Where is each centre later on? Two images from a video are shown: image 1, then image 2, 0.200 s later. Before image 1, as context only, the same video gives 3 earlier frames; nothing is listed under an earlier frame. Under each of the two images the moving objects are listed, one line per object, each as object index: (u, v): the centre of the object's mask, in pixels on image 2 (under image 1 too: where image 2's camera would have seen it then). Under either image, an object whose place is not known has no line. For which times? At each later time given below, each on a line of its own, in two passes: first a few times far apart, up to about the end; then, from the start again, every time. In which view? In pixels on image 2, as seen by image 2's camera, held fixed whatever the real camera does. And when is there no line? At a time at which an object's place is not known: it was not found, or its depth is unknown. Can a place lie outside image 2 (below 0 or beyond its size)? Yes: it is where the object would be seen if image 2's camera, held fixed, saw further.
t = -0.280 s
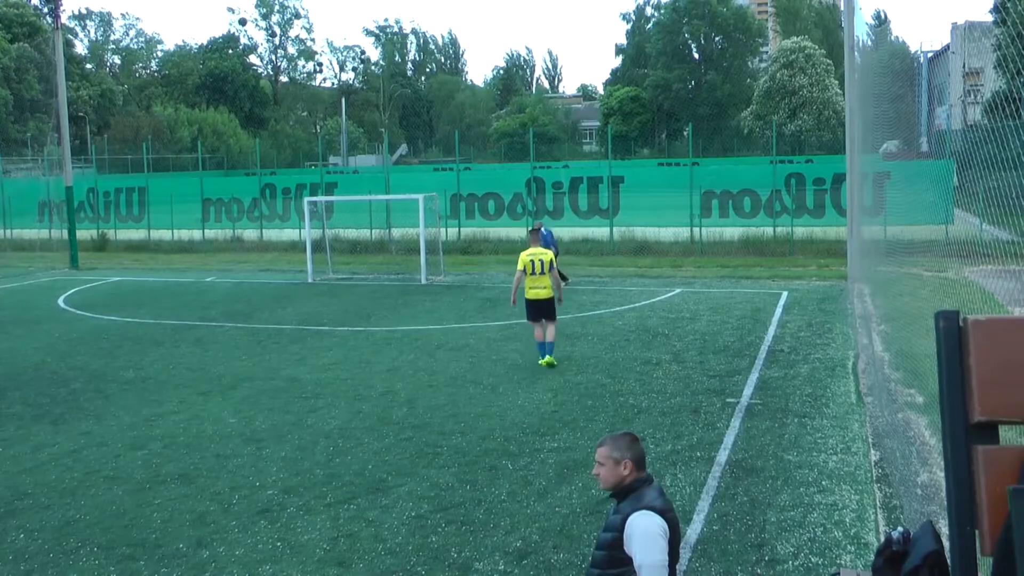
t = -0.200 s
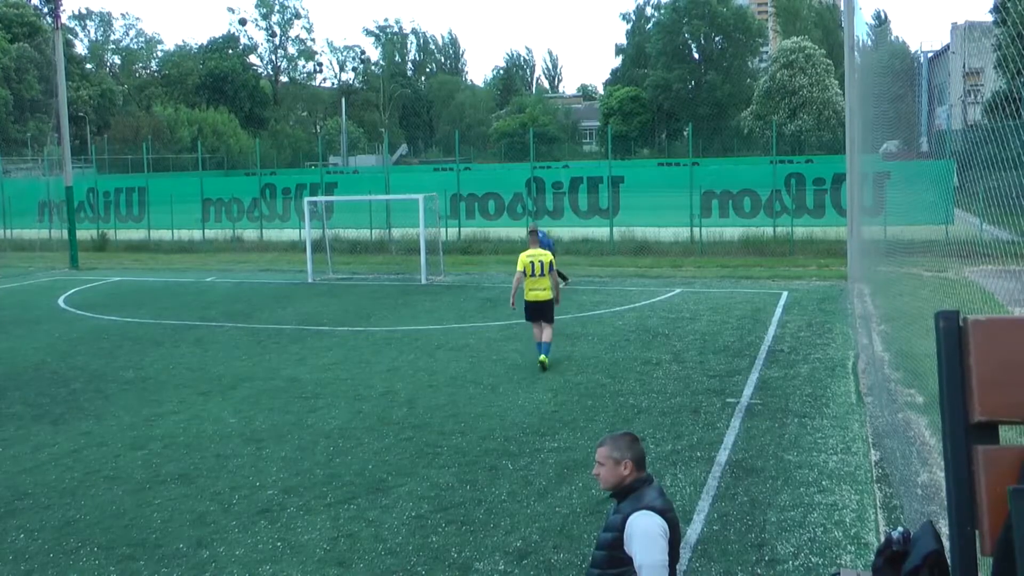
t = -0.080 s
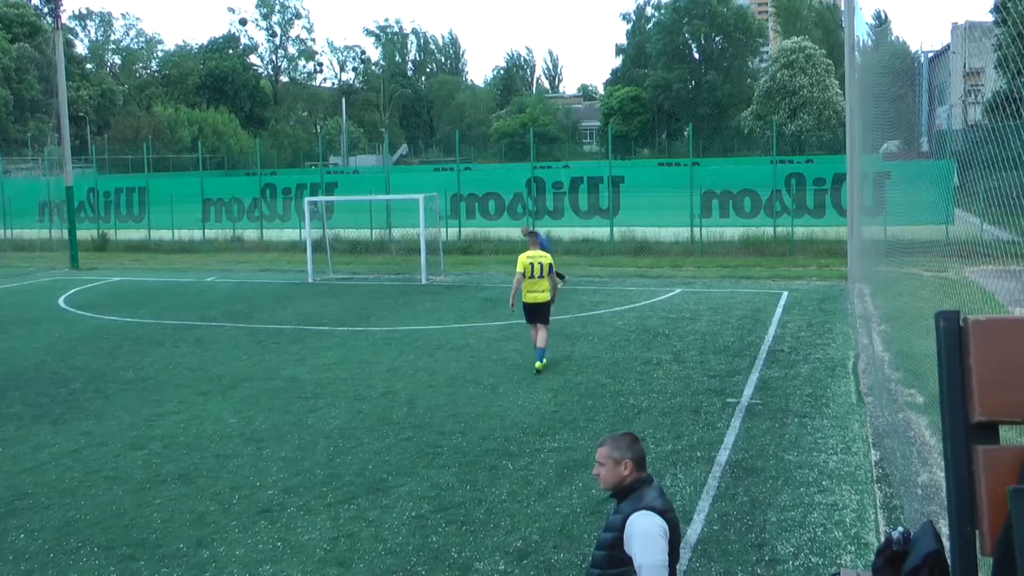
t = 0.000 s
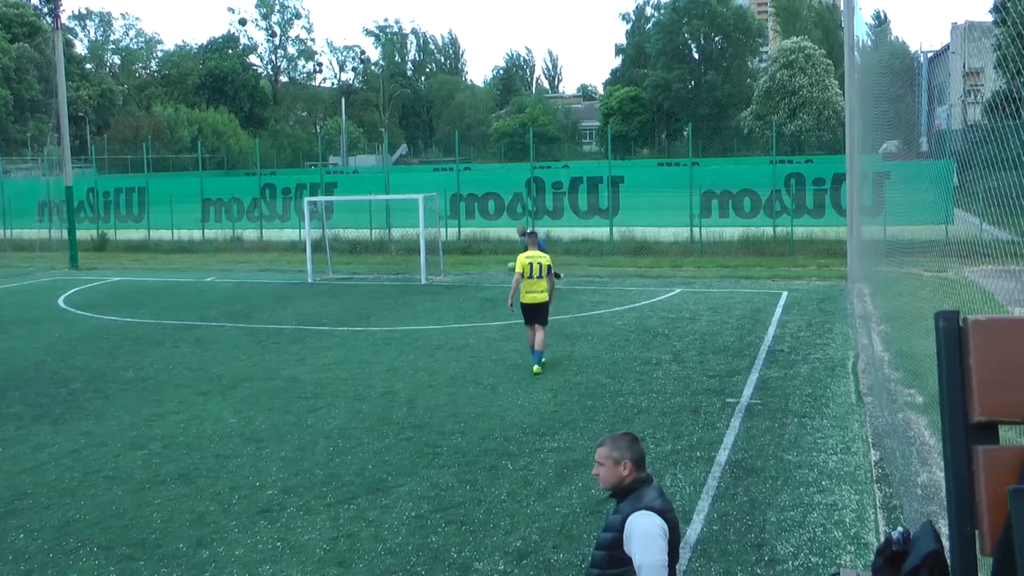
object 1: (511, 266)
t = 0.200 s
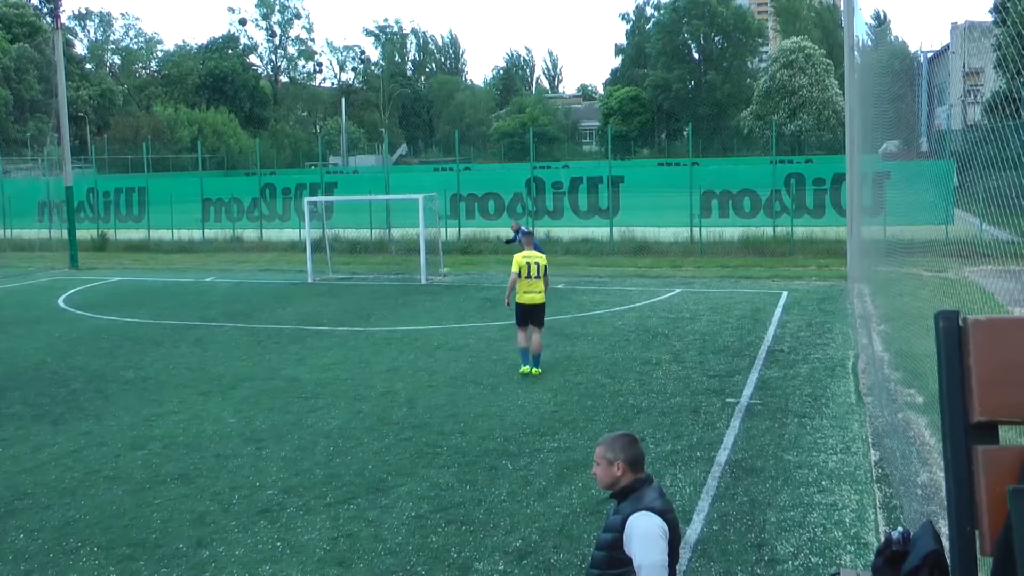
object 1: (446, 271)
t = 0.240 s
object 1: (430, 276)
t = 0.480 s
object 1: (353, 292)
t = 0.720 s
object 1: (289, 300)
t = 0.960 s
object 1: (226, 306)
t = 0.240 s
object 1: (430, 276)
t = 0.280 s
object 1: (414, 279)
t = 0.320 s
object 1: (401, 284)
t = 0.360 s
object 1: (387, 290)
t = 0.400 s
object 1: (375, 294)
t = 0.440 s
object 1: (364, 293)
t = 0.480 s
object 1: (353, 292)
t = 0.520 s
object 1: (342, 293)
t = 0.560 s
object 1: (331, 294)
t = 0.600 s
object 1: (320, 296)
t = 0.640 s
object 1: (310, 298)
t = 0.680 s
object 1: (299, 300)
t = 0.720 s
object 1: (289, 300)
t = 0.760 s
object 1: (279, 300)
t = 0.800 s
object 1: (268, 302)
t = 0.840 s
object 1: (258, 304)
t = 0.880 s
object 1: (247, 304)
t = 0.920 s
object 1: (236, 305)
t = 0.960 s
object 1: (226, 306)
